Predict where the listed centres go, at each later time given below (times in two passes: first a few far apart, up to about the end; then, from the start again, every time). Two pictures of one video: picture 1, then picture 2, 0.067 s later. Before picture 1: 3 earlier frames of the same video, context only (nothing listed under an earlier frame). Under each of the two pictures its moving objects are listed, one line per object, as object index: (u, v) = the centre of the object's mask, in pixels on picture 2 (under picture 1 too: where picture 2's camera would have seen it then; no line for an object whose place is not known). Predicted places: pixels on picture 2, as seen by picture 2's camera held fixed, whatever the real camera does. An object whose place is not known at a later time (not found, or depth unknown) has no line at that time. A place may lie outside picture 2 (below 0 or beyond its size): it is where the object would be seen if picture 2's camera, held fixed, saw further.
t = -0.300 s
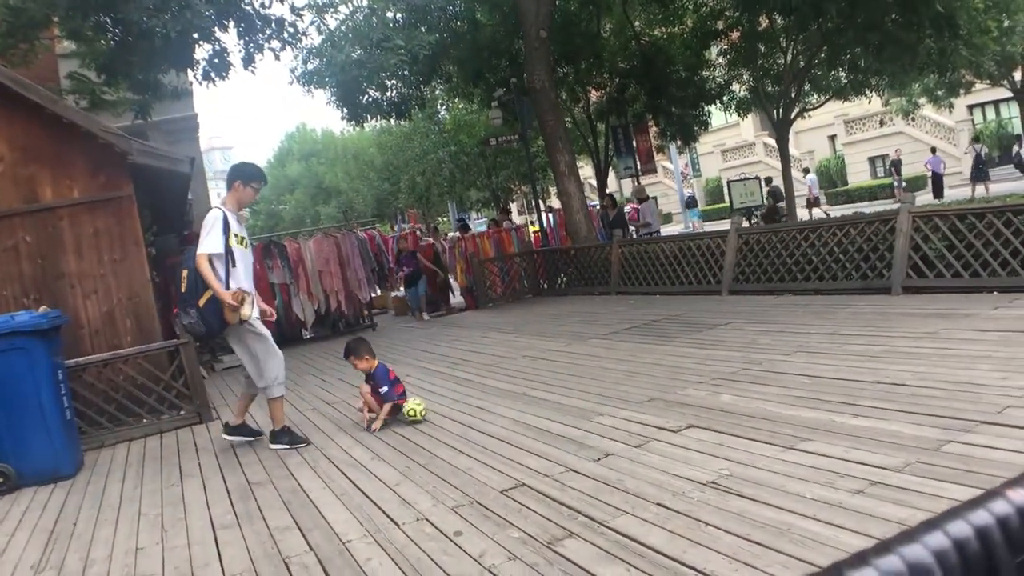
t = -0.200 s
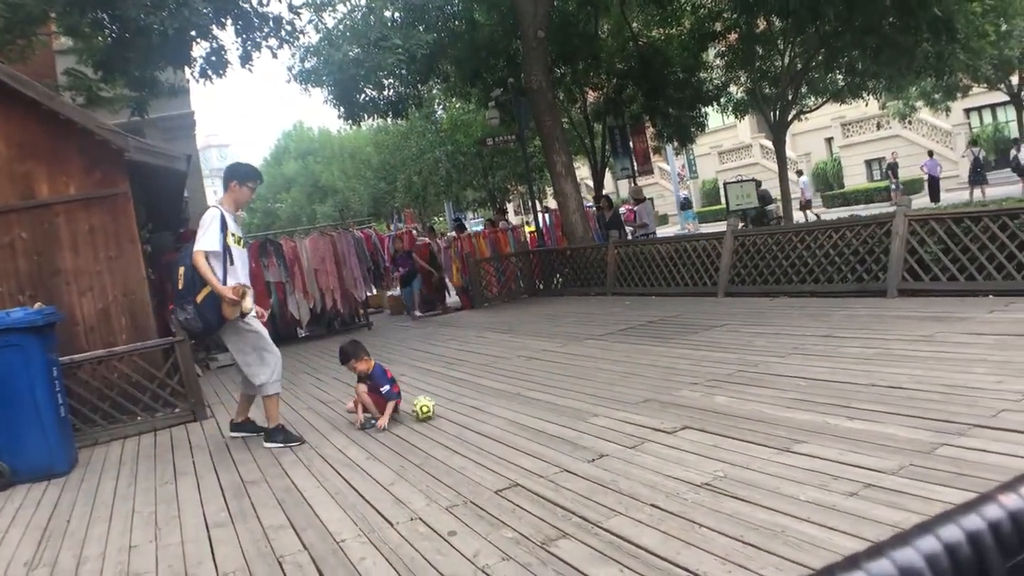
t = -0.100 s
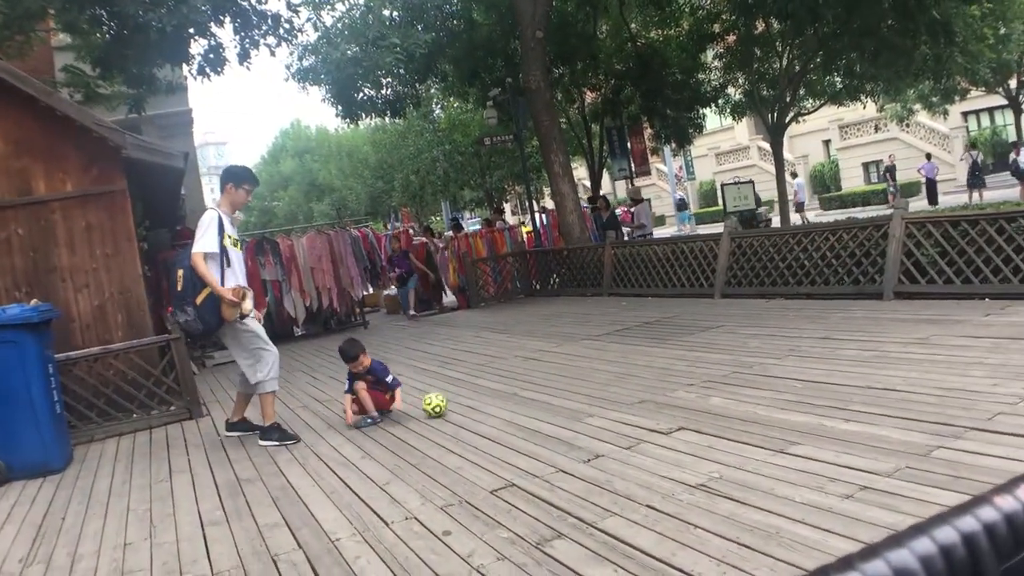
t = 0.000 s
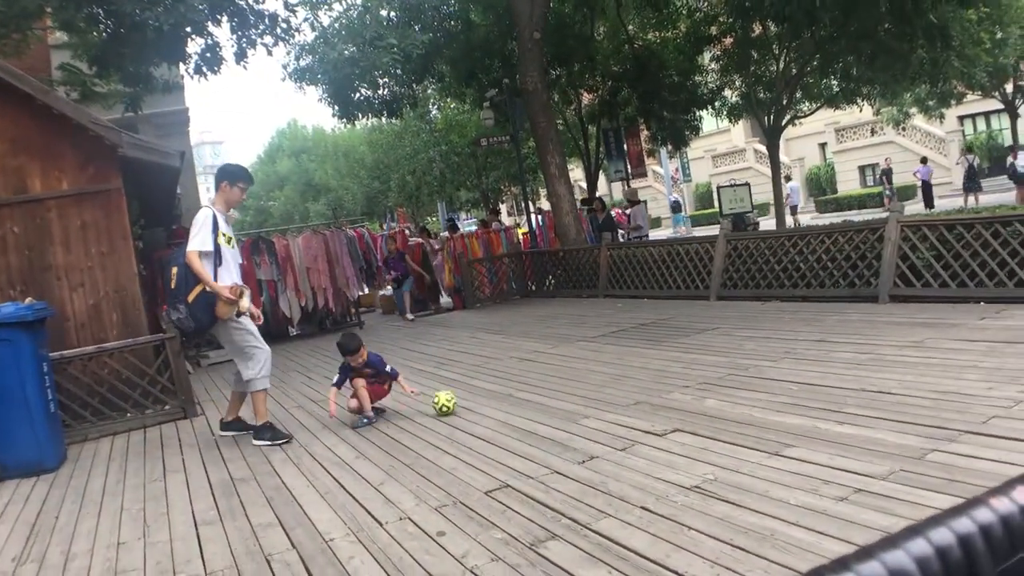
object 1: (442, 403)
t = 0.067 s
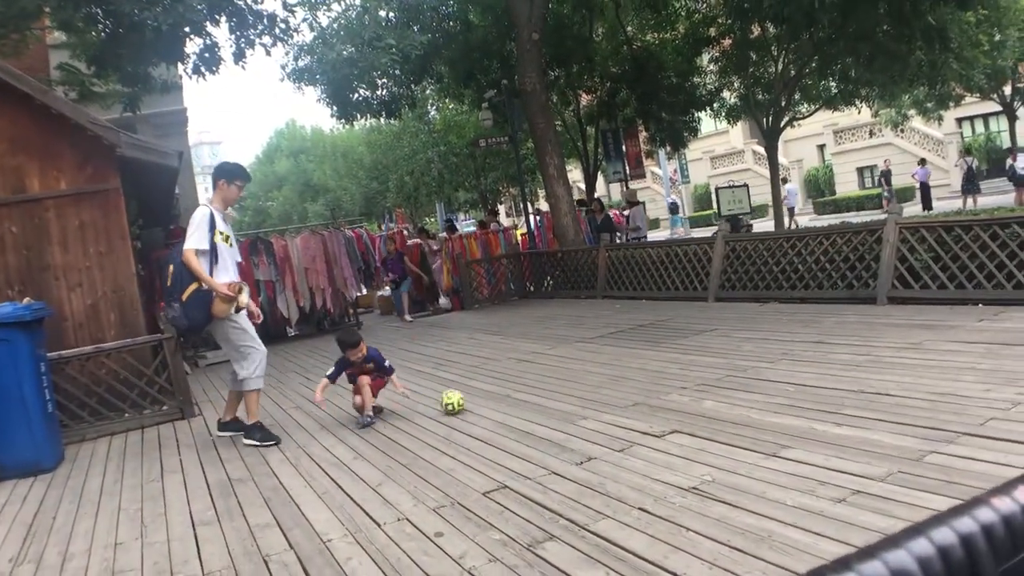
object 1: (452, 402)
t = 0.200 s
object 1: (471, 398)
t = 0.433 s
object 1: (503, 394)
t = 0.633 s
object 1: (530, 389)
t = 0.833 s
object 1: (557, 386)
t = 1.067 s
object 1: (585, 381)
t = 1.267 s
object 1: (610, 377)
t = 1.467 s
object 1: (631, 373)
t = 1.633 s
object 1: (649, 371)
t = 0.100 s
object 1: (457, 401)
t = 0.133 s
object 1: (463, 400)
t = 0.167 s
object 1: (467, 399)
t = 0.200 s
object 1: (471, 398)
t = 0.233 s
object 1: (476, 398)
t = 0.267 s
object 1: (480, 397)
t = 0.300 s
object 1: (485, 396)
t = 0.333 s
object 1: (490, 396)
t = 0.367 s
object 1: (494, 395)
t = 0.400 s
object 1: (498, 394)
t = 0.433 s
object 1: (503, 394)
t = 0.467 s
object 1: (507, 393)
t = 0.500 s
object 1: (512, 392)
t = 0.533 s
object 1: (517, 391)
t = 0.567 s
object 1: (522, 391)
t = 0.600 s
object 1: (526, 390)
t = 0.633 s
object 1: (530, 389)
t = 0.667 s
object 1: (535, 388)
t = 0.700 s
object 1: (540, 388)
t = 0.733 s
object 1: (545, 387)
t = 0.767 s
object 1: (548, 386)
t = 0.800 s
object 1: (553, 386)
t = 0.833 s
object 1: (557, 386)
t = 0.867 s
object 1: (561, 385)
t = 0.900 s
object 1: (565, 384)
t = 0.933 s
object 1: (569, 383)
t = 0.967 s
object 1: (573, 383)
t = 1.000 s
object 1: (577, 382)
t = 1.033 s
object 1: (581, 381)
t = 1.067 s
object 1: (585, 381)
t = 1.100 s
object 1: (590, 380)
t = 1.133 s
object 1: (594, 380)
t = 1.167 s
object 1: (598, 379)
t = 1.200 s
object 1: (602, 378)
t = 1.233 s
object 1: (606, 377)
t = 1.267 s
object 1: (610, 377)
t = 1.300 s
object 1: (613, 376)
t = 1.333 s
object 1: (617, 375)
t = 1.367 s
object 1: (620, 374)
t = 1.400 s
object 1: (624, 374)
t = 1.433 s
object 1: (628, 374)
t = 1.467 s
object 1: (631, 373)
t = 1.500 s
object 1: (635, 372)
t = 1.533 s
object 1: (638, 372)
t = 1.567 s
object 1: (642, 372)
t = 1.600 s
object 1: (645, 371)
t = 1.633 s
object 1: (649, 371)
